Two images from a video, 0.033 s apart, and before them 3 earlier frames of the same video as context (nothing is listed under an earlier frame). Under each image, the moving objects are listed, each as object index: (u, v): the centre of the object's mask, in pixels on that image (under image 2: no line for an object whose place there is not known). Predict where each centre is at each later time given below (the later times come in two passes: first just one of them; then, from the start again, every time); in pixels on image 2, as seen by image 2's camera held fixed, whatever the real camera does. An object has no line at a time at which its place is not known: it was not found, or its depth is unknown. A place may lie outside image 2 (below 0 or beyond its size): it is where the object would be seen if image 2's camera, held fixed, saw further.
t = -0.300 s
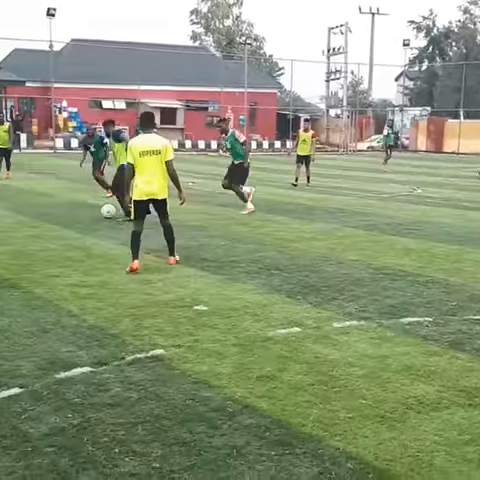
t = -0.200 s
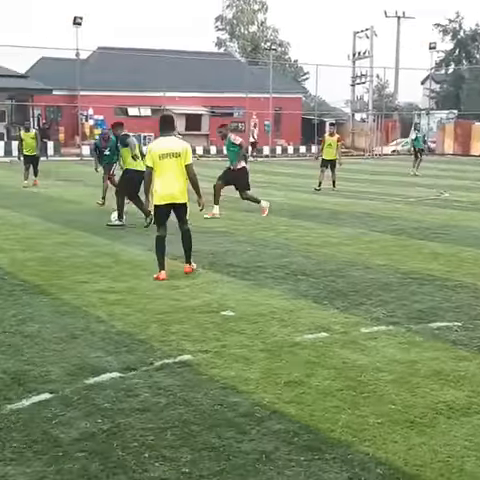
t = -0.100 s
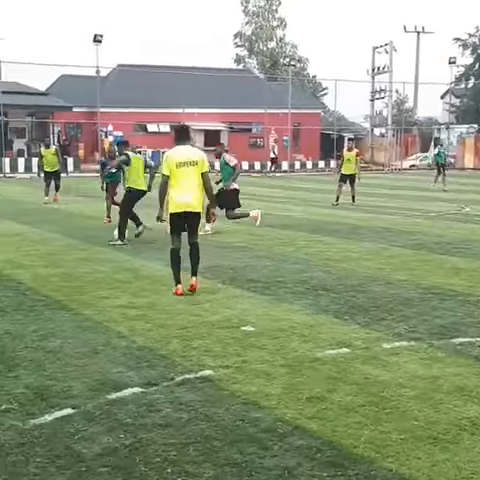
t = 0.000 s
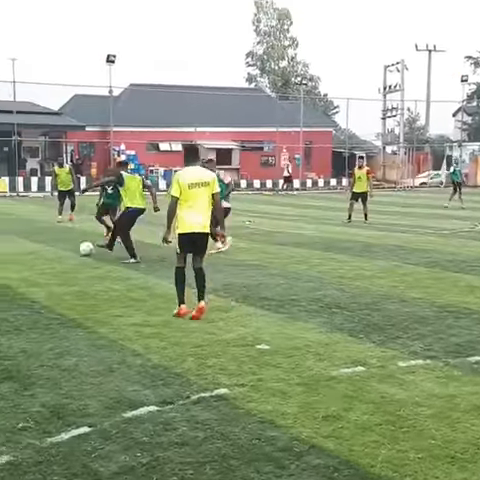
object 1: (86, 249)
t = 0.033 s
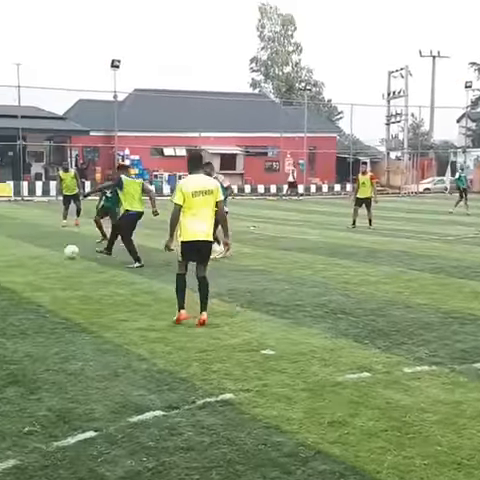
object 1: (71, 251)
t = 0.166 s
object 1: (5, 246)
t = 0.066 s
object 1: (52, 250)
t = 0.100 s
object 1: (36, 250)
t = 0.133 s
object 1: (20, 248)
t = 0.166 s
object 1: (5, 246)
